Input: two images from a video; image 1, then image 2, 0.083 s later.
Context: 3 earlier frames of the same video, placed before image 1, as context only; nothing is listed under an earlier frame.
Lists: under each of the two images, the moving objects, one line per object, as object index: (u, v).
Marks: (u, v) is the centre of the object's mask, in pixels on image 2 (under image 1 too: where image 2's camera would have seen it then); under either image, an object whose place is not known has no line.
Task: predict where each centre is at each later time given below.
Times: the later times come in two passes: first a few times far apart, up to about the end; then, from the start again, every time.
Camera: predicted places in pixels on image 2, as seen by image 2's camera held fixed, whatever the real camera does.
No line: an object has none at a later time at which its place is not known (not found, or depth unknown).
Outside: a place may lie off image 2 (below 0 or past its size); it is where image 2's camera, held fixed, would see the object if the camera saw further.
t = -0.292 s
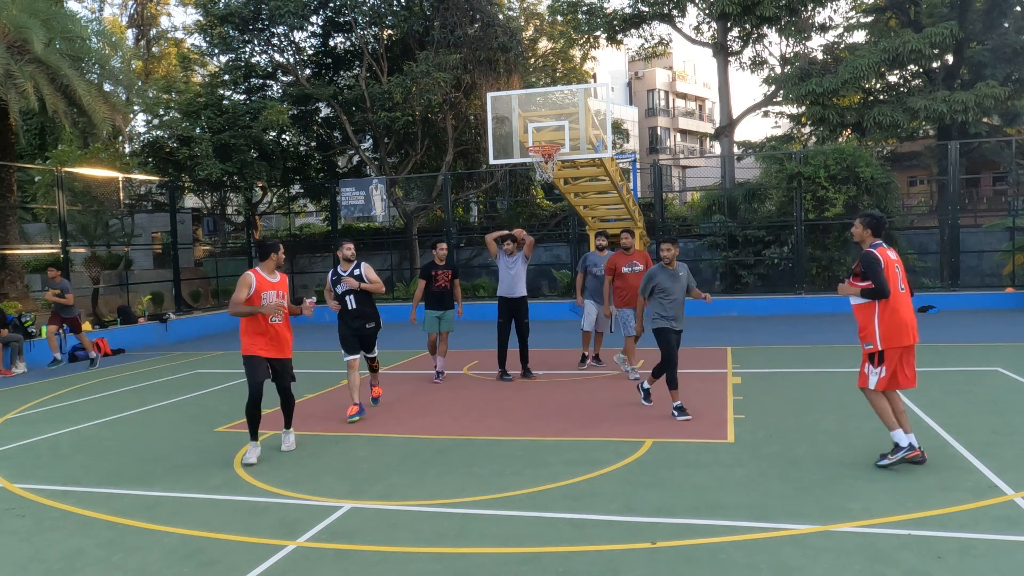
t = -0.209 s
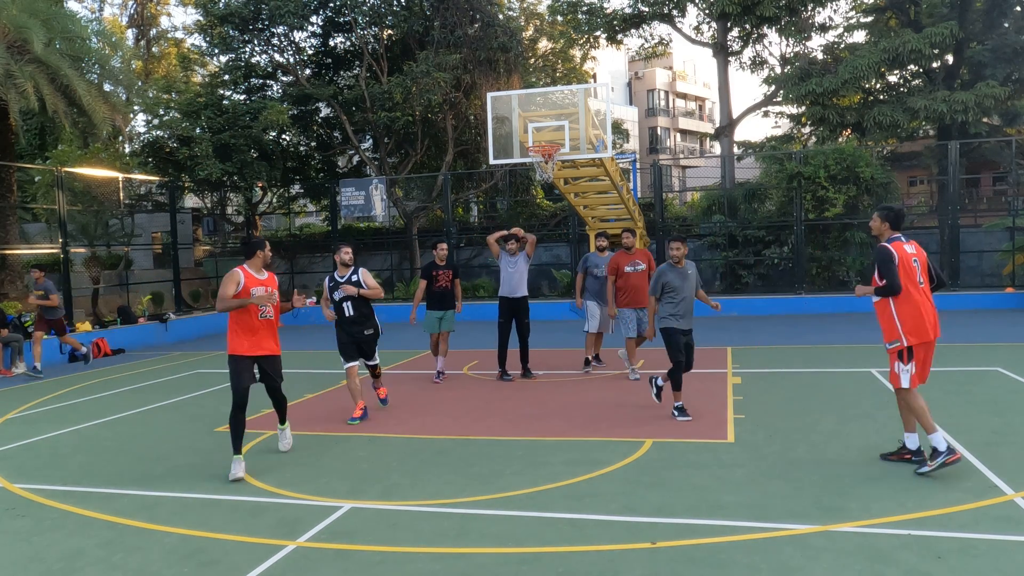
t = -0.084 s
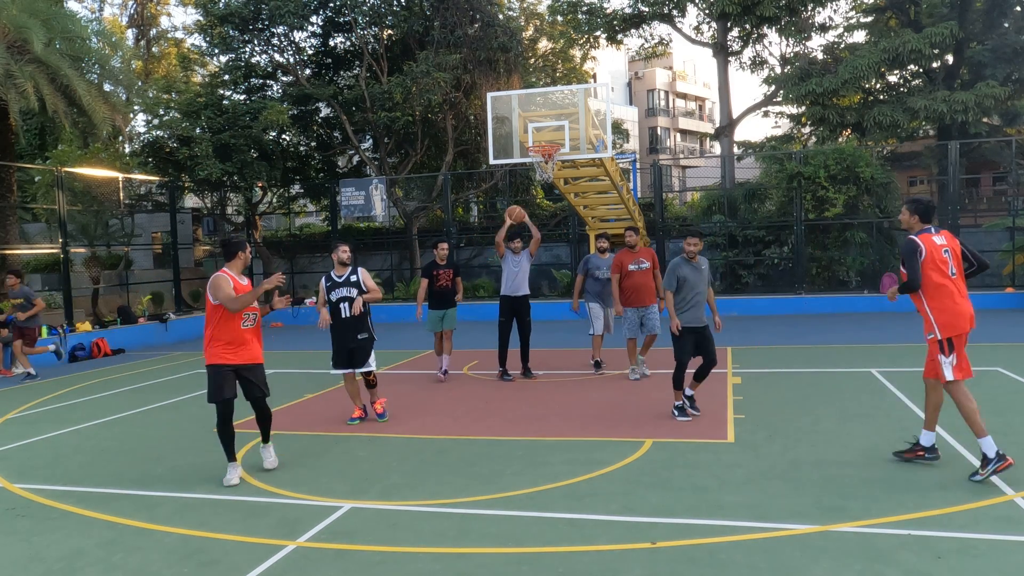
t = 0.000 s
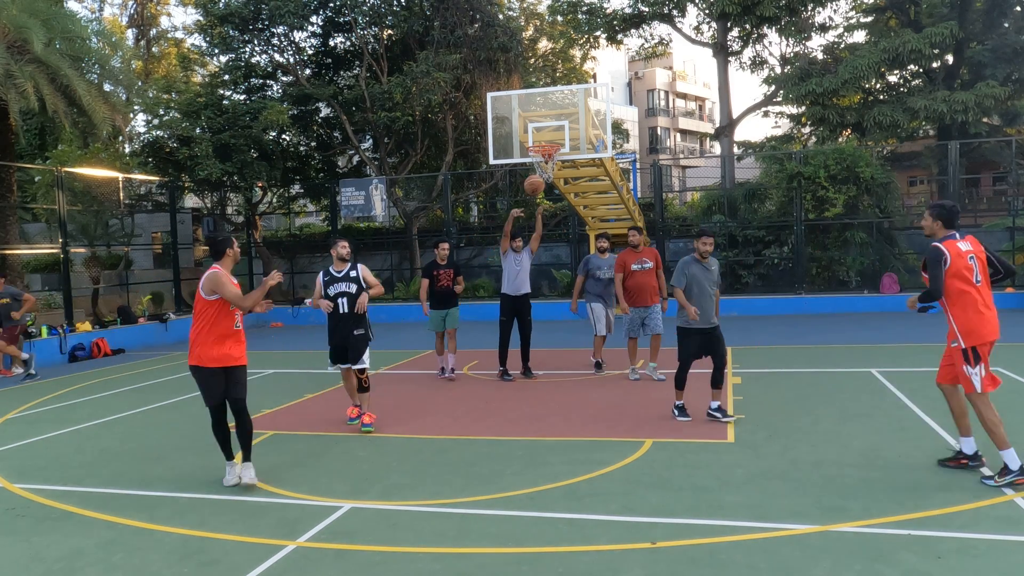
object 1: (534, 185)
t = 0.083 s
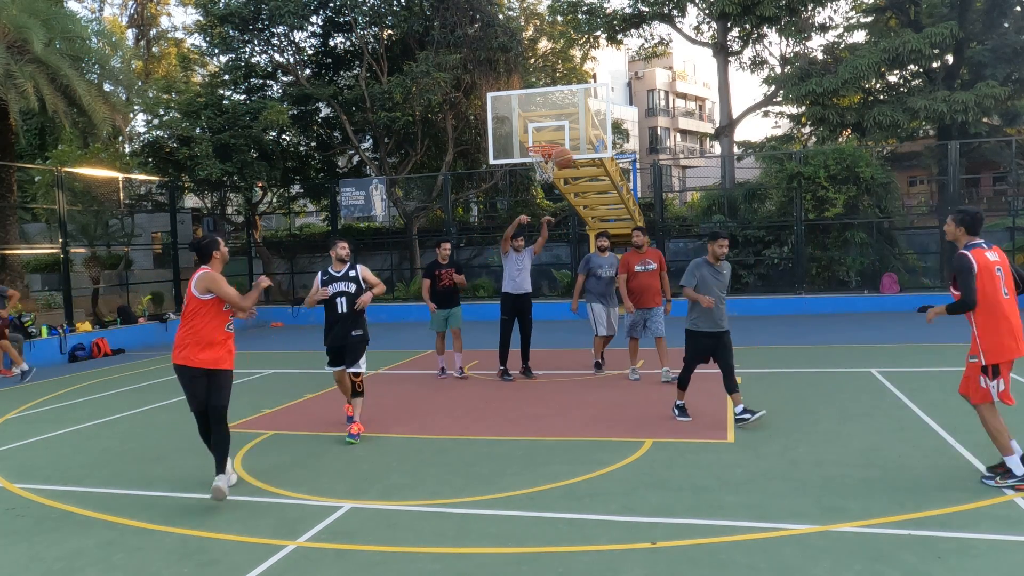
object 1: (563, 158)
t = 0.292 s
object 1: (651, 107)
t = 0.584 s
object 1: (853, 96)
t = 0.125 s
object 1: (579, 146)
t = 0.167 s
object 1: (594, 135)
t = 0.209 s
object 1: (612, 124)
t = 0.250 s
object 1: (632, 115)
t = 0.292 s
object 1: (651, 107)
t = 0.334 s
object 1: (674, 100)
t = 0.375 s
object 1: (698, 95)
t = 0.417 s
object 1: (724, 90)
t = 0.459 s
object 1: (753, 89)
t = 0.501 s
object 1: (783, 89)
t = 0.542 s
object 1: (816, 91)
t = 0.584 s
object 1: (853, 96)
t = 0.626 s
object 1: (893, 105)
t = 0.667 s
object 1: (938, 117)
